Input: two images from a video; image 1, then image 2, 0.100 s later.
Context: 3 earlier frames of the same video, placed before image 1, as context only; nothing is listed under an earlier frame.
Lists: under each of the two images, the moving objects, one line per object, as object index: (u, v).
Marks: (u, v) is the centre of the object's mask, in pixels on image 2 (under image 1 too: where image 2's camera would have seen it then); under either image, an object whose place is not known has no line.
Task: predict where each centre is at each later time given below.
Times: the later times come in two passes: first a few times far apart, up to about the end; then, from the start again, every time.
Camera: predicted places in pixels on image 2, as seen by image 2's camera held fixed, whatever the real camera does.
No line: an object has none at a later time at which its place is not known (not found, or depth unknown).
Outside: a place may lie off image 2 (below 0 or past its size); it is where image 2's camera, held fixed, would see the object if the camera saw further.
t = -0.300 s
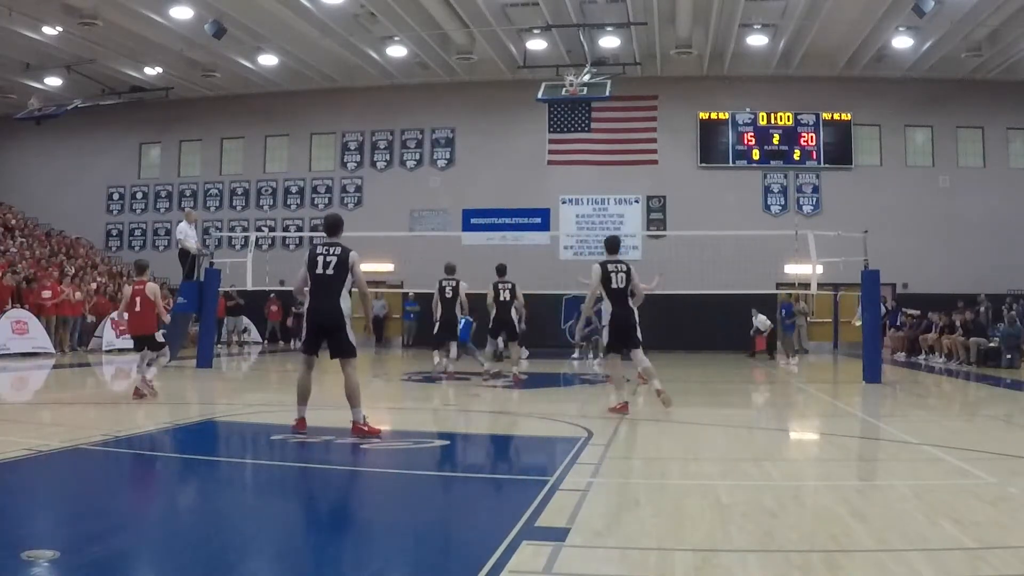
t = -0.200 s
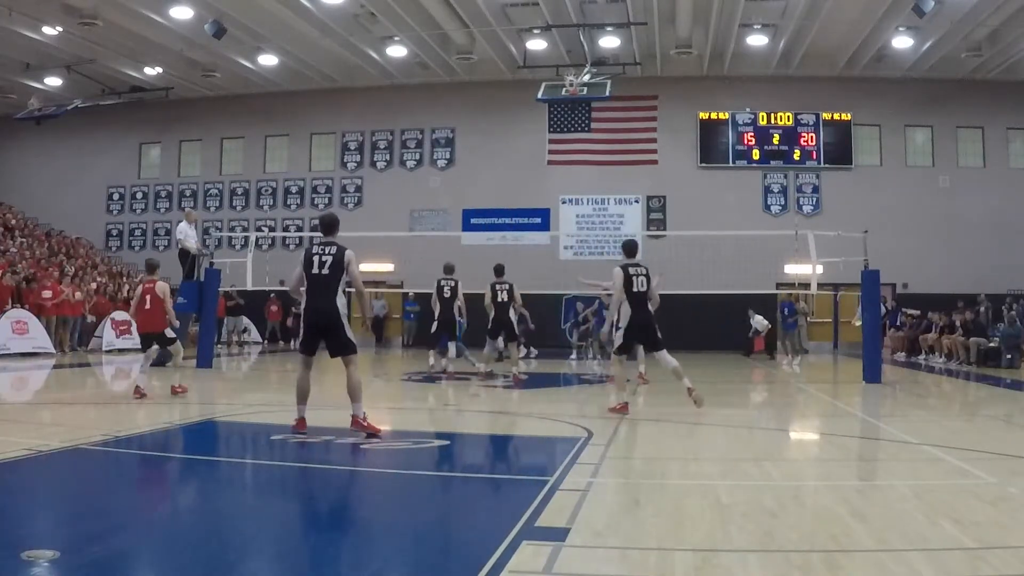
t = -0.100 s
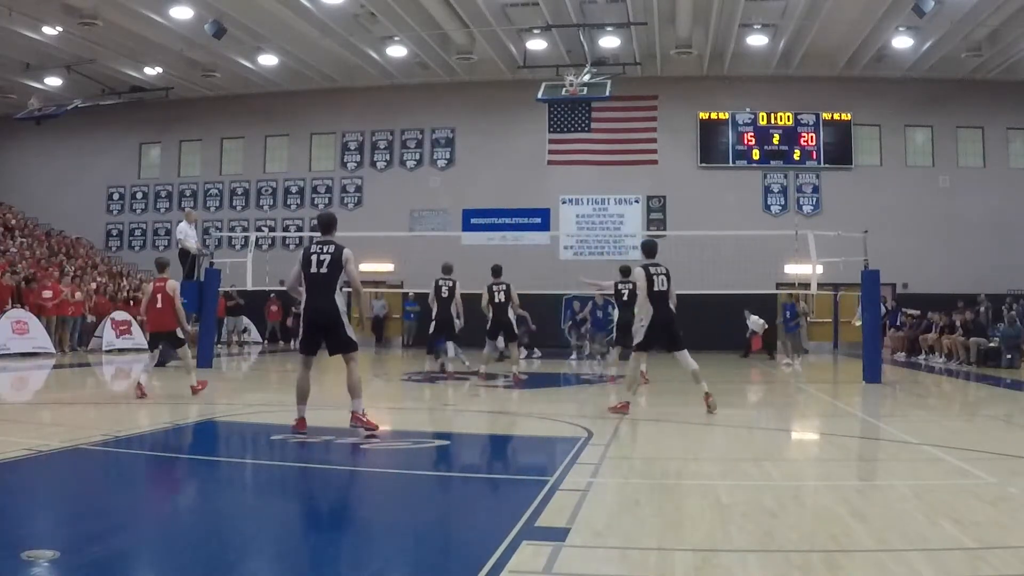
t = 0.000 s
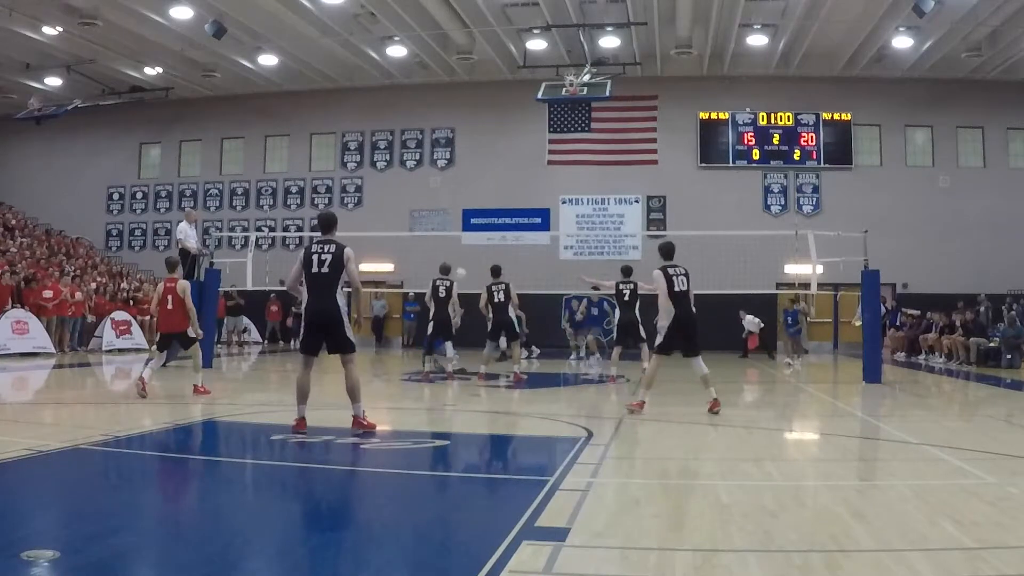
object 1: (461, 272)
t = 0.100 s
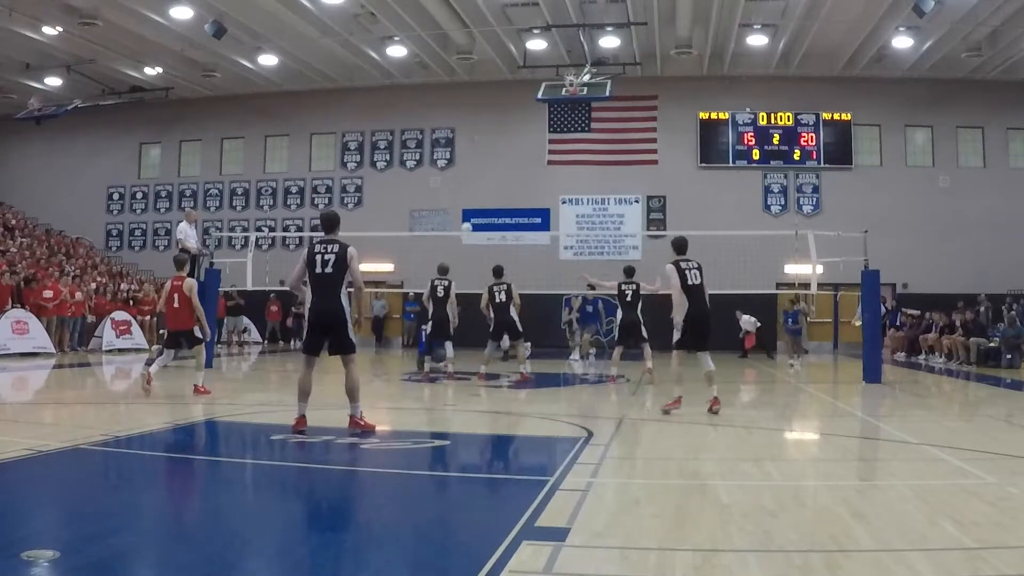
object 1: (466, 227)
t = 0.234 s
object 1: (473, 176)
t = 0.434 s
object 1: (482, 120)
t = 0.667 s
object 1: (491, 87)
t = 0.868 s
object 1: (495, 76)
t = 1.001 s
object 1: (498, 71)
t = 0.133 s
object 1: (468, 215)
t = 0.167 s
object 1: (470, 200)
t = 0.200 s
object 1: (472, 188)
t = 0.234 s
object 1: (473, 176)
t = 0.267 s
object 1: (474, 165)
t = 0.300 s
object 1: (476, 155)
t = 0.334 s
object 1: (478, 146)
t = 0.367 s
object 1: (479, 137)
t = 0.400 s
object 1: (481, 129)
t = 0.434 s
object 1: (482, 120)
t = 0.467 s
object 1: (484, 113)
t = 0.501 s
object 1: (485, 106)
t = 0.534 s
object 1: (487, 100)
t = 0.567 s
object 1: (488, 94)
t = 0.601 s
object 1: (489, 92)
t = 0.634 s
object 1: (490, 89)
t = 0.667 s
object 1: (491, 87)
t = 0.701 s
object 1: (491, 85)
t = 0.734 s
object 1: (492, 83)
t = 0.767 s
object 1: (493, 81)
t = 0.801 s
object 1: (494, 79)
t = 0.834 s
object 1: (494, 77)
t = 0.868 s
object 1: (495, 76)
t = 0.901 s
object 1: (496, 74)
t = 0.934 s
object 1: (496, 73)
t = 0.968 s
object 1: (497, 72)
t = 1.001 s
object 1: (498, 71)
